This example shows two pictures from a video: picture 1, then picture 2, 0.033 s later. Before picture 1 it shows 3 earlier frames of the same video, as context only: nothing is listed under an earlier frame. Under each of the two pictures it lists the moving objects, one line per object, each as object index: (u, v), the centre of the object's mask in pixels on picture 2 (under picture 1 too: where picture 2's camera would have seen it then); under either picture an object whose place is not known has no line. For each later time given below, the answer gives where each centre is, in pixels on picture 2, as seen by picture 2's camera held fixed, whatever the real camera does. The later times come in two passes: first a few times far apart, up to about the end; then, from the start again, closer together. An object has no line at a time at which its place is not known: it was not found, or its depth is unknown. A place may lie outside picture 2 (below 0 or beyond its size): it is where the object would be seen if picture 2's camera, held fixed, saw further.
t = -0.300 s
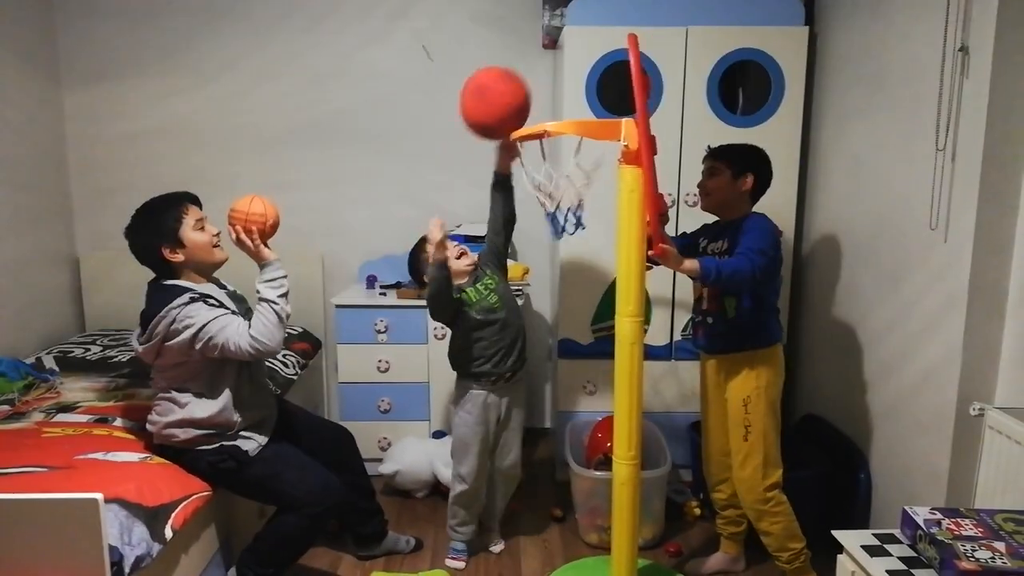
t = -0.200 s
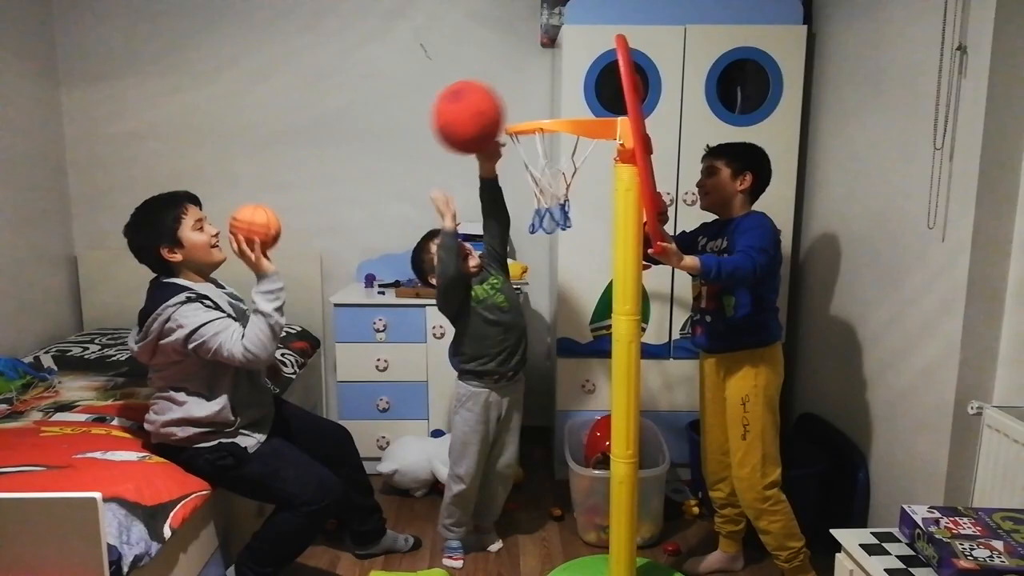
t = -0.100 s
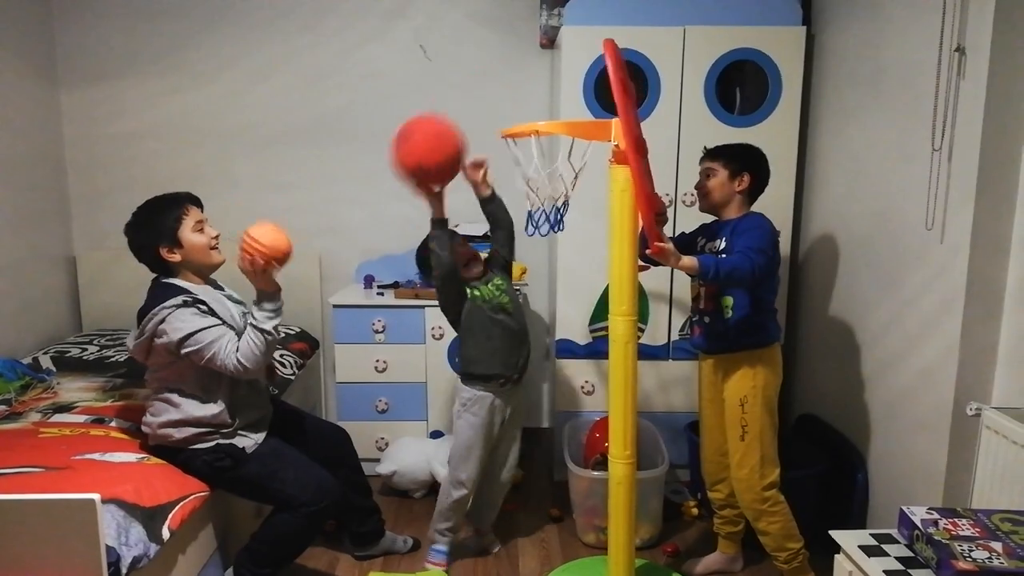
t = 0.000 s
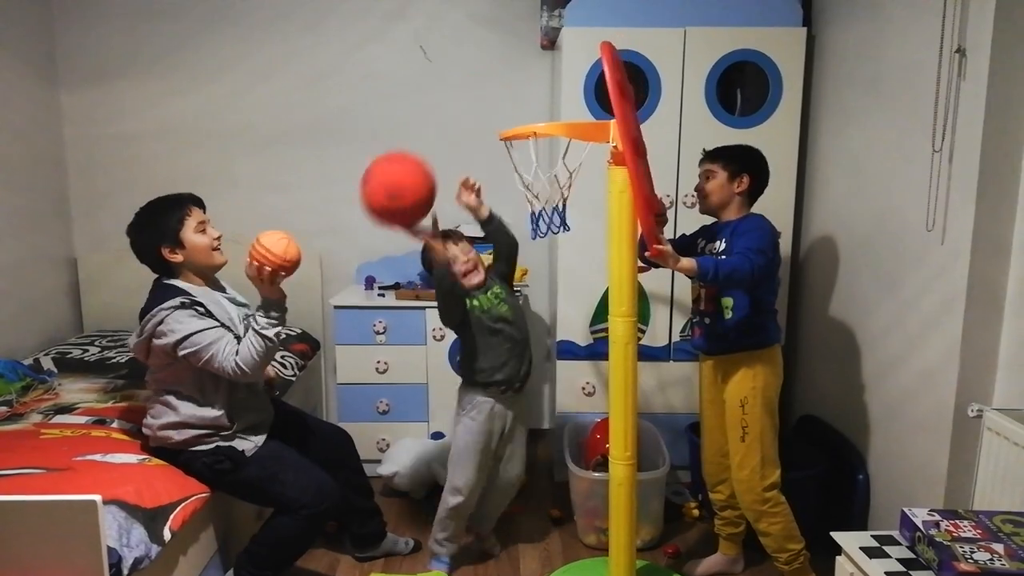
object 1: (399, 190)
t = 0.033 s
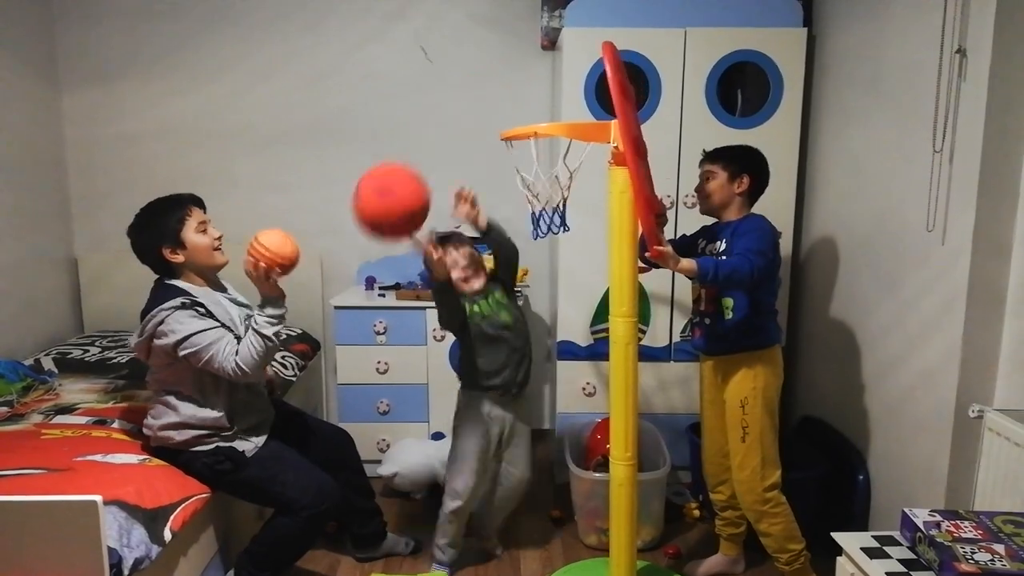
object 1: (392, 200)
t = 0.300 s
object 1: (319, 501)
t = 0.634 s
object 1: (211, 561)
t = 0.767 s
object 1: (163, 532)
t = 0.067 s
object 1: (383, 217)
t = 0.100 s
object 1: (375, 236)
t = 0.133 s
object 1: (367, 260)
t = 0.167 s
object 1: (357, 294)
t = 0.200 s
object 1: (348, 335)
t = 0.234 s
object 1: (339, 379)
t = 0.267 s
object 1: (327, 447)
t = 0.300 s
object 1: (319, 501)
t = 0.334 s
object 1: (313, 544)
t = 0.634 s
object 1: (211, 561)
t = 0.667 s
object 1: (199, 552)
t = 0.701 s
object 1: (187, 547)
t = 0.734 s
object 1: (174, 537)
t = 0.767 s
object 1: (163, 532)
